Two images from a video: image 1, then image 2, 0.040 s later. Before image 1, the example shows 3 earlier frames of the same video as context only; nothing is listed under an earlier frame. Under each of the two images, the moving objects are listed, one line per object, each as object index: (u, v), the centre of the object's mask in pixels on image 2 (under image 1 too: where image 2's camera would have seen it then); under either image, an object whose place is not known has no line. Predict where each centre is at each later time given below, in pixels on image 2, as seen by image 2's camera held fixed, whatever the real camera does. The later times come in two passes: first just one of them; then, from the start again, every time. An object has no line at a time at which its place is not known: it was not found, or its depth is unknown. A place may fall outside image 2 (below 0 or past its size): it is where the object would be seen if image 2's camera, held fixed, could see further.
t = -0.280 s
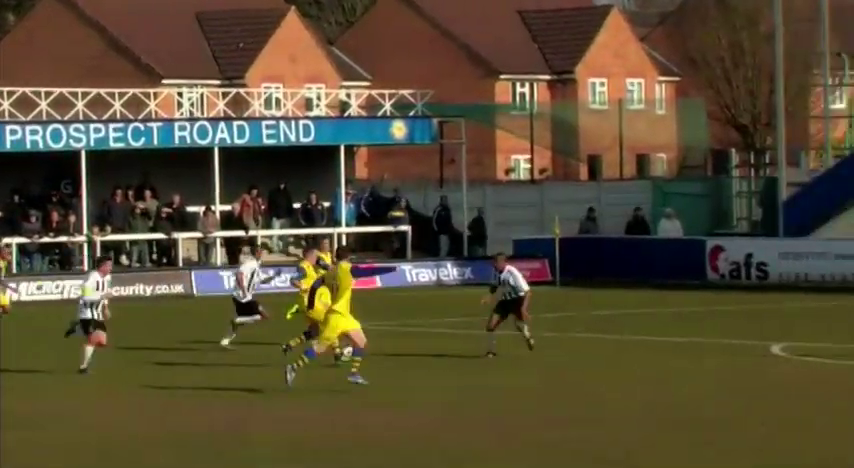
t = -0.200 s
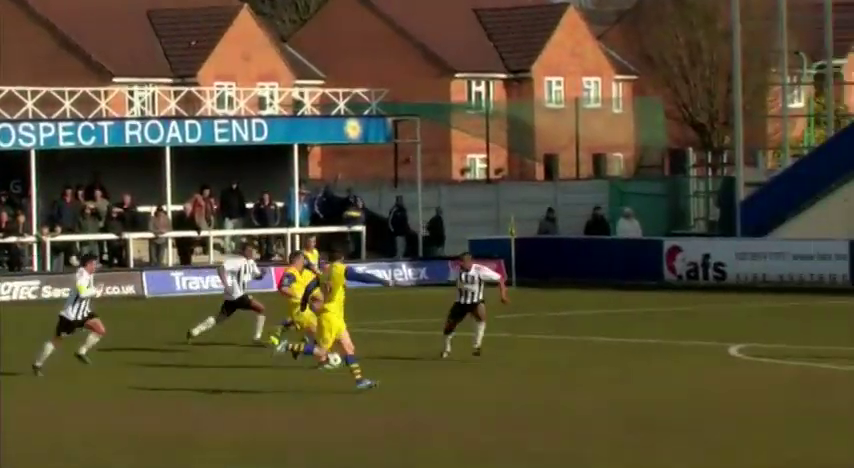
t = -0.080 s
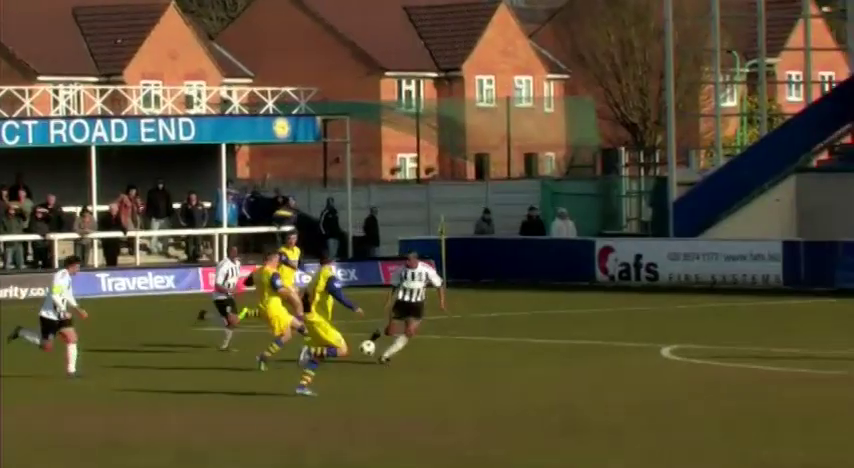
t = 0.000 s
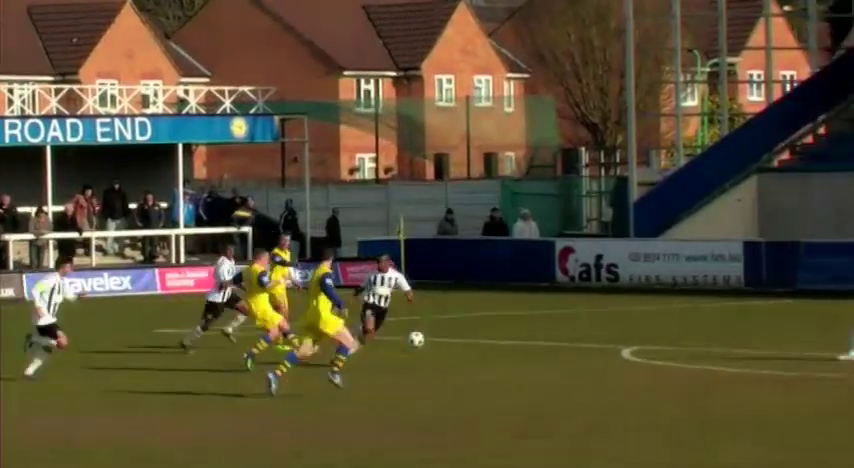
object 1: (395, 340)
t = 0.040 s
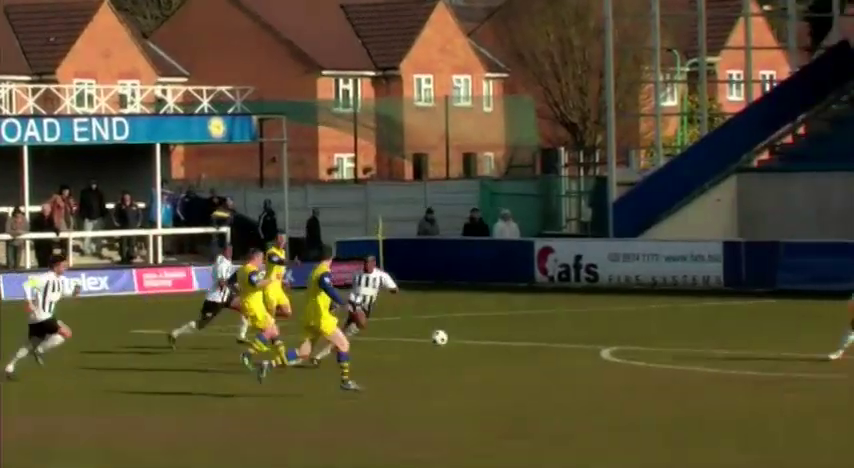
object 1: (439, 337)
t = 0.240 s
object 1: (663, 349)
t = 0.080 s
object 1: (485, 336)
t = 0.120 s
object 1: (530, 337)
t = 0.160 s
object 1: (574, 339)
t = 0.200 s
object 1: (618, 343)
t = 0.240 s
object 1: (663, 349)
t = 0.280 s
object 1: (708, 356)
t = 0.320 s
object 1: (751, 365)
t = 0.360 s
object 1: (792, 364)
